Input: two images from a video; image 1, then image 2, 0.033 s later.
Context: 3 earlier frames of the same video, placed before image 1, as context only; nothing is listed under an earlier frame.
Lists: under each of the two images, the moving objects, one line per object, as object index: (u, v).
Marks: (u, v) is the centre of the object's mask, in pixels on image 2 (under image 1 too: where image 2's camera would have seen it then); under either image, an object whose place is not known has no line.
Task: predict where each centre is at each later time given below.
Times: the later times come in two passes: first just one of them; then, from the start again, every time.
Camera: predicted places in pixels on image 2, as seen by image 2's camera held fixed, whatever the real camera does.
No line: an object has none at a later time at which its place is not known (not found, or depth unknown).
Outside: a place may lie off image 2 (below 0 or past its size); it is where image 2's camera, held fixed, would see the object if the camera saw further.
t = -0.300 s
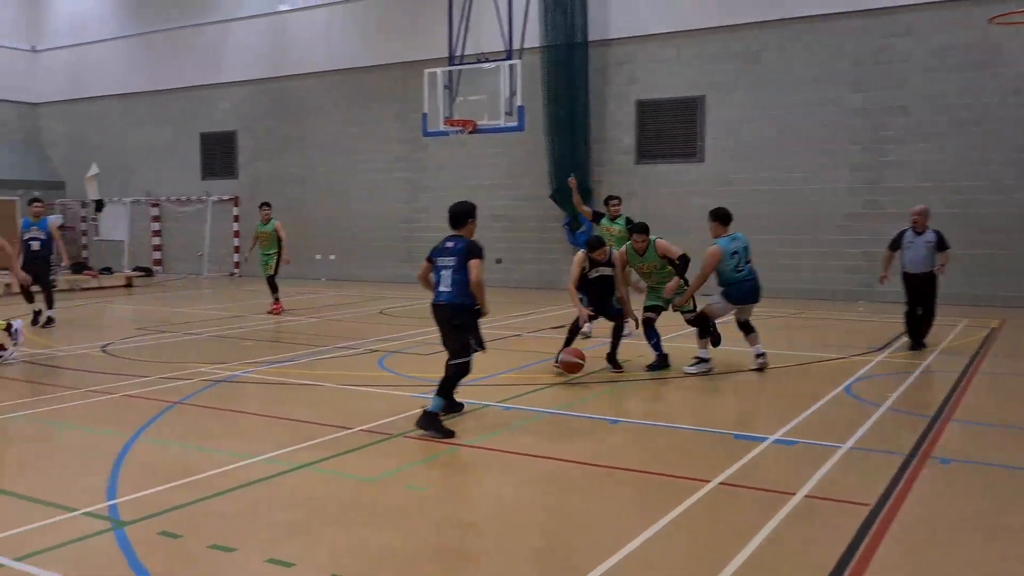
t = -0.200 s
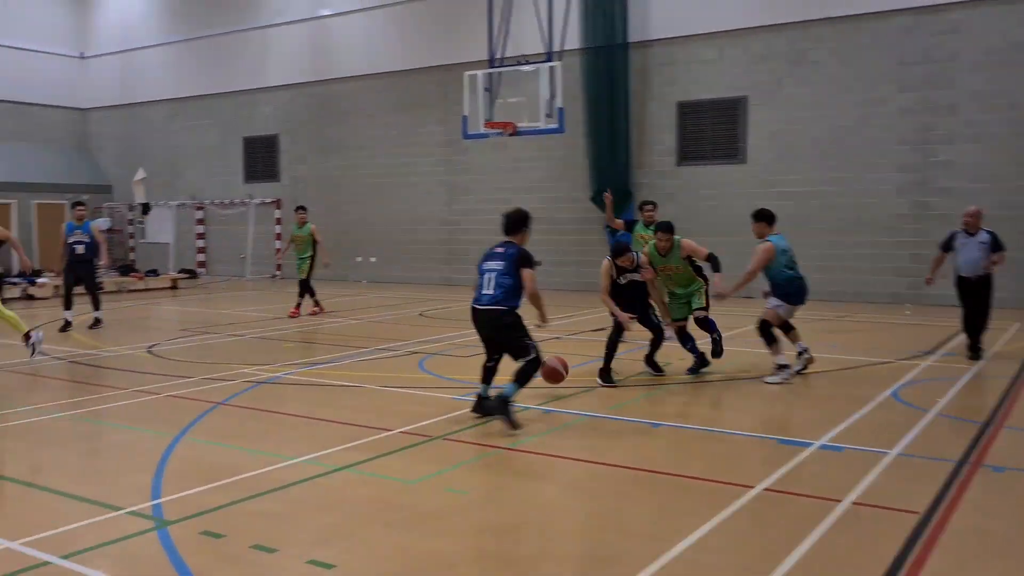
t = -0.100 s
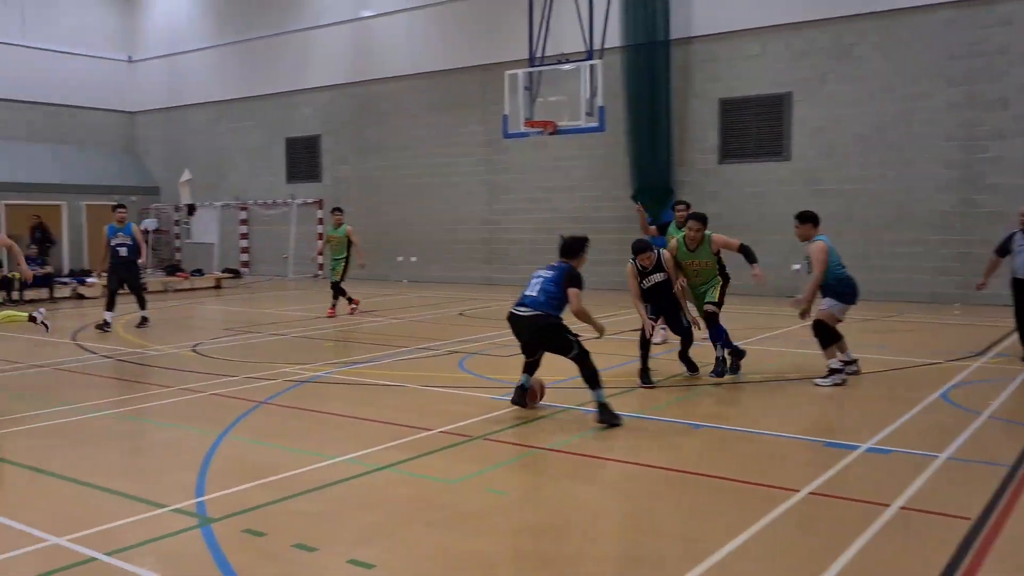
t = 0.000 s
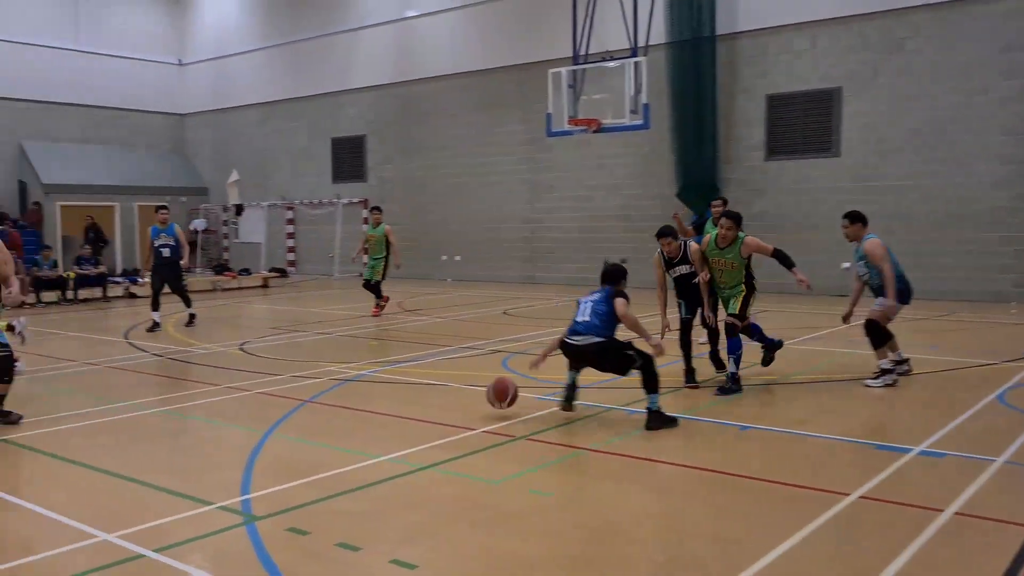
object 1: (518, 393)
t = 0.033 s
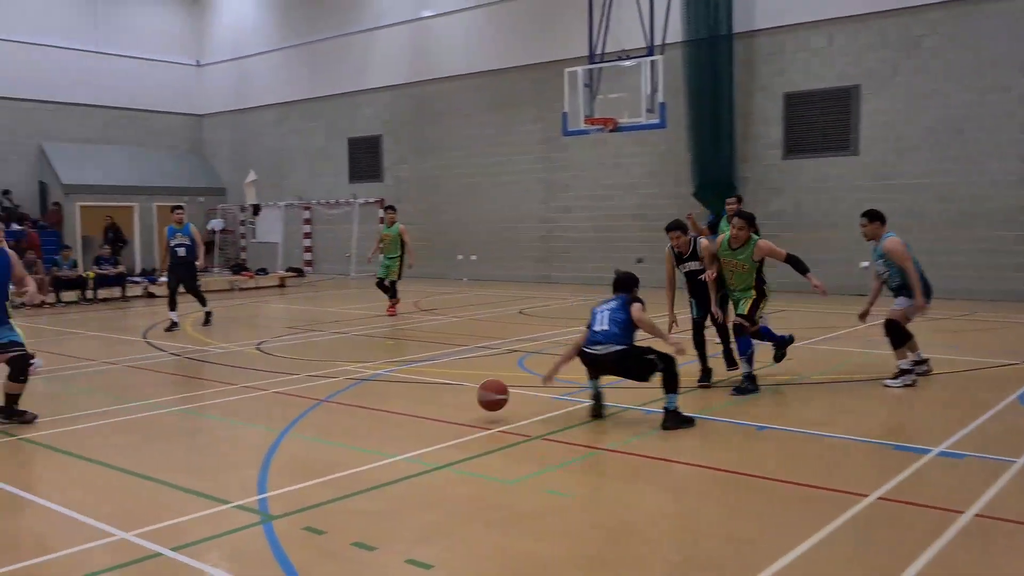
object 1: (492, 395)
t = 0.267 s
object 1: (291, 422)
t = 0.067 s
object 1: (467, 399)
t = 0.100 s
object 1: (440, 405)
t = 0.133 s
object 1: (413, 412)
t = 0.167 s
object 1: (384, 422)
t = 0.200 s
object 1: (354, 420)
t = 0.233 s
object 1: (324, 420)
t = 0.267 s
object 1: (291, 422)
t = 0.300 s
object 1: (258, 425)
